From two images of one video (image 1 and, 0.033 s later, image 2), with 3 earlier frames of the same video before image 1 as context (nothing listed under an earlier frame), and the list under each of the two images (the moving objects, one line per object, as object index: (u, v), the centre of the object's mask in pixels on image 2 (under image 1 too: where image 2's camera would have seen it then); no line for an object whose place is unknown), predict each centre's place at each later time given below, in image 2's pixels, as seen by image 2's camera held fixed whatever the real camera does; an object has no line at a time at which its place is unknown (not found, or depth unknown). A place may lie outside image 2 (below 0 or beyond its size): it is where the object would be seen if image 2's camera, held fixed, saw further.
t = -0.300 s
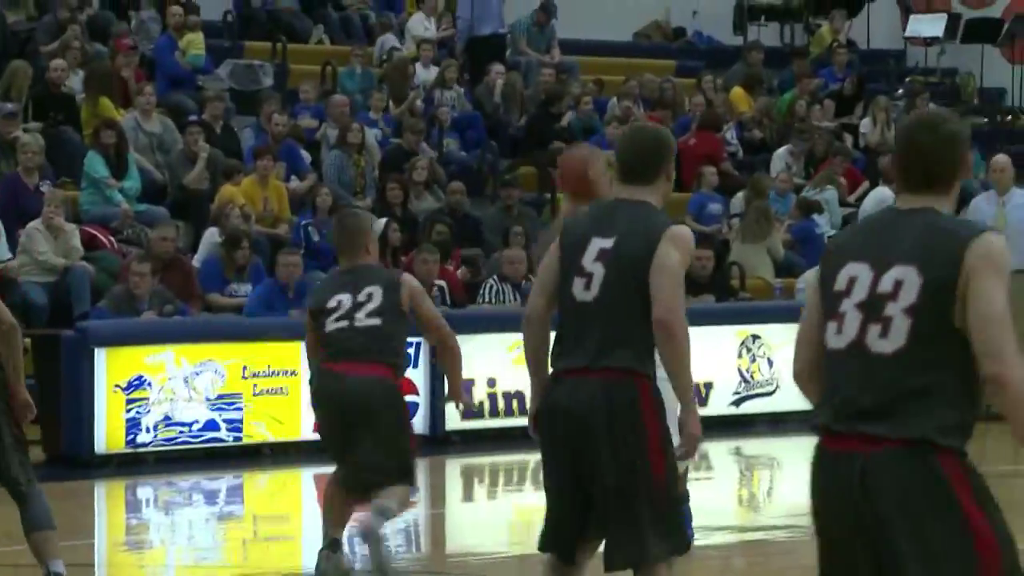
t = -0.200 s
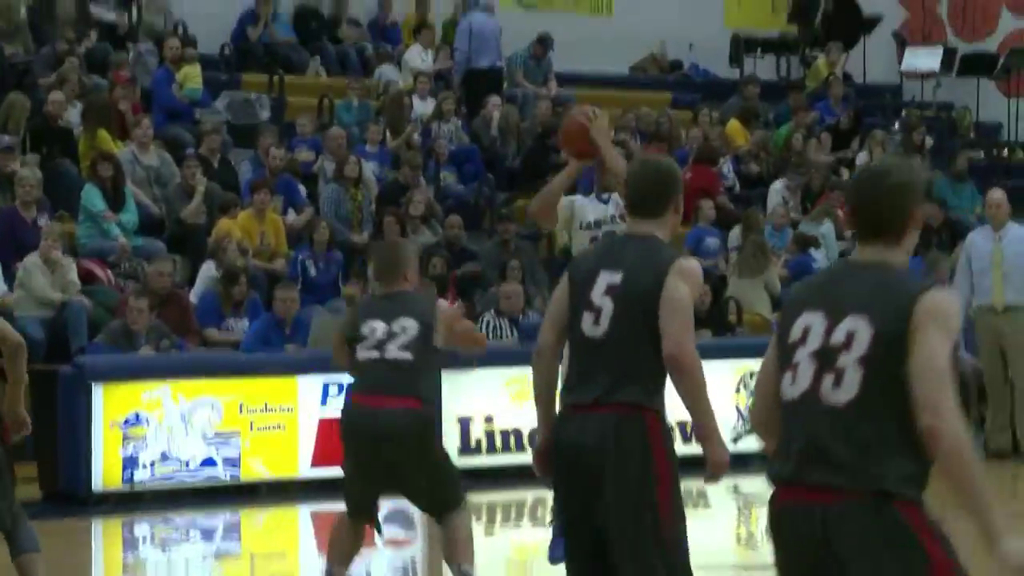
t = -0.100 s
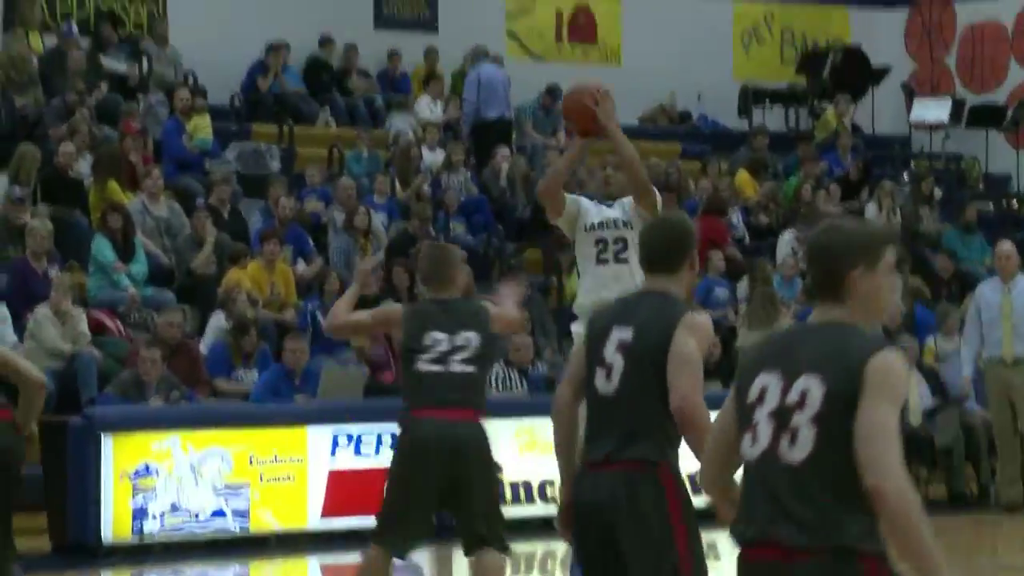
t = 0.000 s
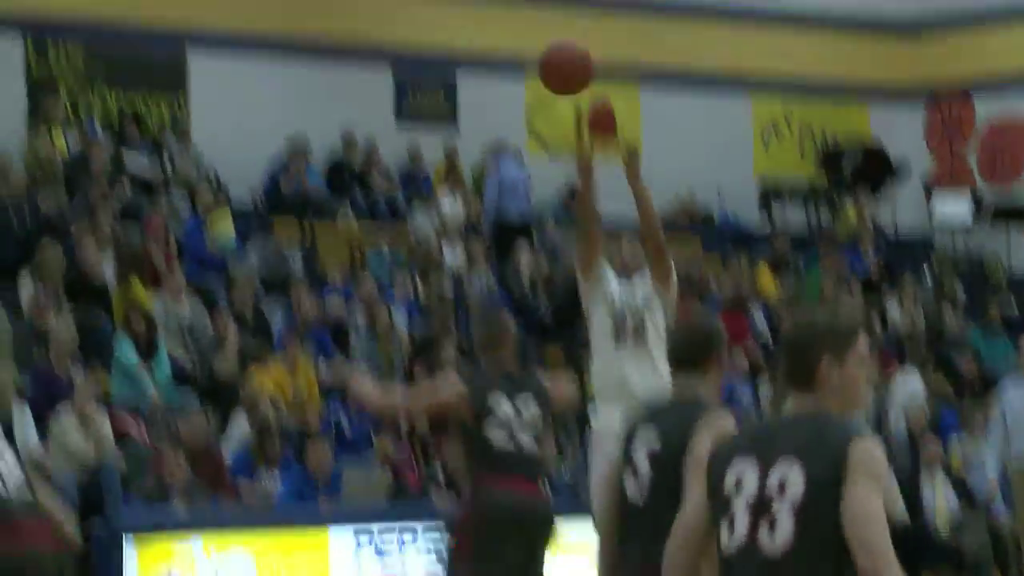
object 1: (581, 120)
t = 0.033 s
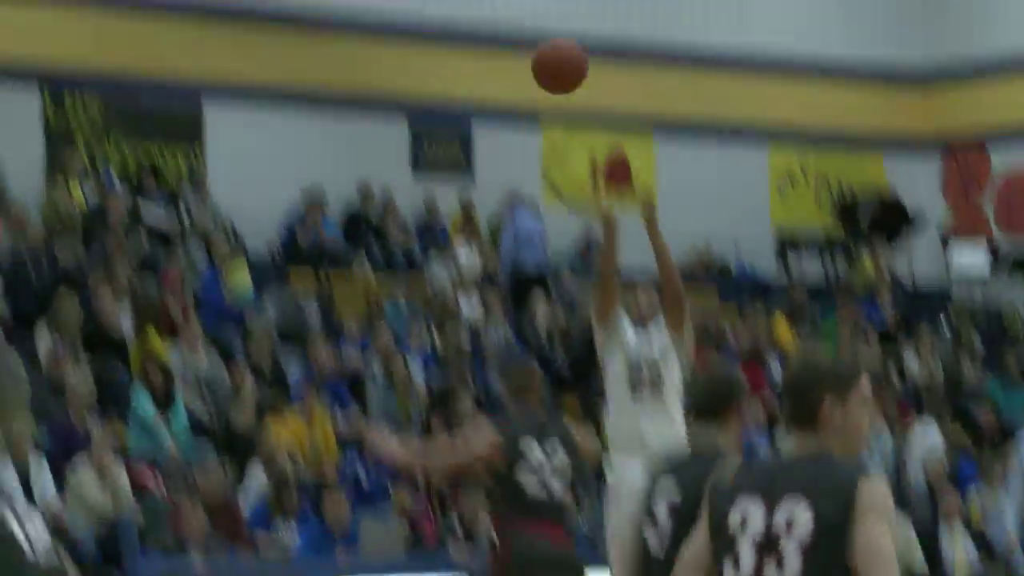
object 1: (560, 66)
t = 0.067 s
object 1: (536, 14)
